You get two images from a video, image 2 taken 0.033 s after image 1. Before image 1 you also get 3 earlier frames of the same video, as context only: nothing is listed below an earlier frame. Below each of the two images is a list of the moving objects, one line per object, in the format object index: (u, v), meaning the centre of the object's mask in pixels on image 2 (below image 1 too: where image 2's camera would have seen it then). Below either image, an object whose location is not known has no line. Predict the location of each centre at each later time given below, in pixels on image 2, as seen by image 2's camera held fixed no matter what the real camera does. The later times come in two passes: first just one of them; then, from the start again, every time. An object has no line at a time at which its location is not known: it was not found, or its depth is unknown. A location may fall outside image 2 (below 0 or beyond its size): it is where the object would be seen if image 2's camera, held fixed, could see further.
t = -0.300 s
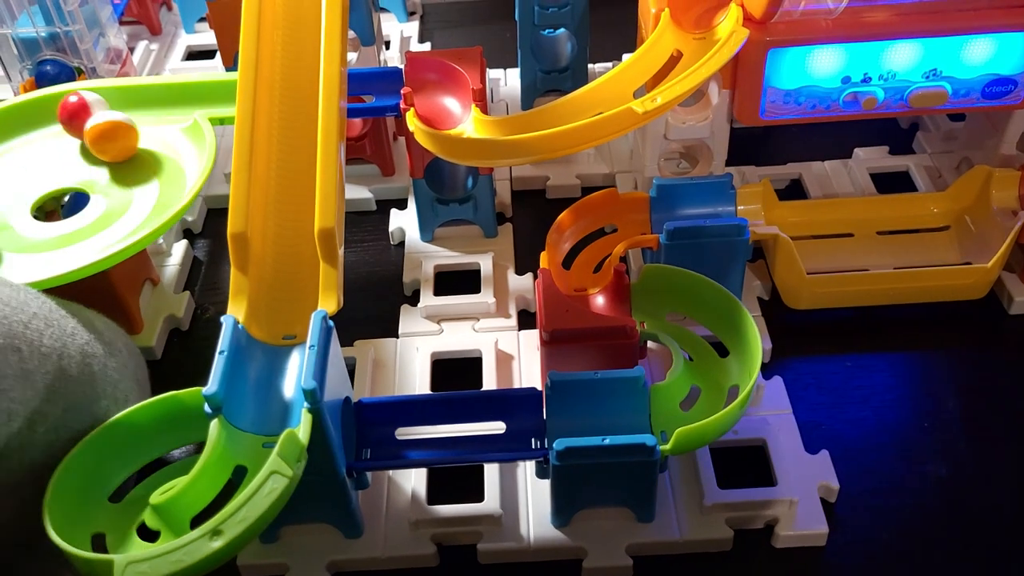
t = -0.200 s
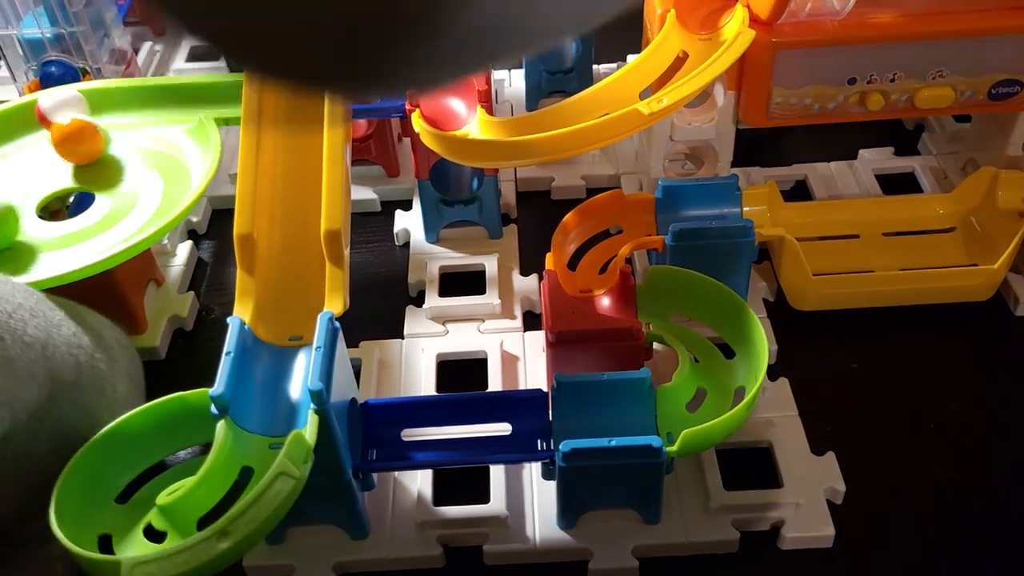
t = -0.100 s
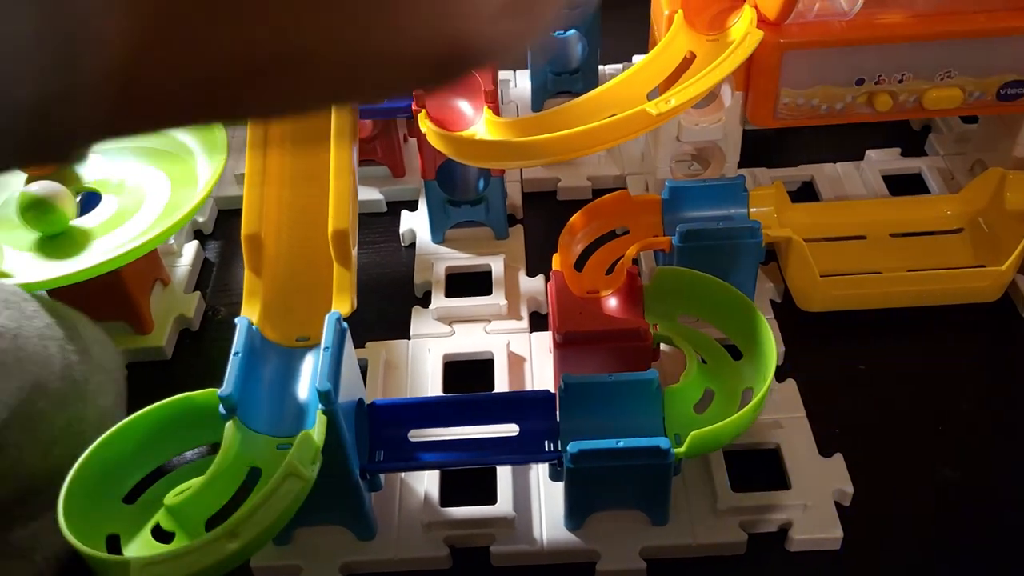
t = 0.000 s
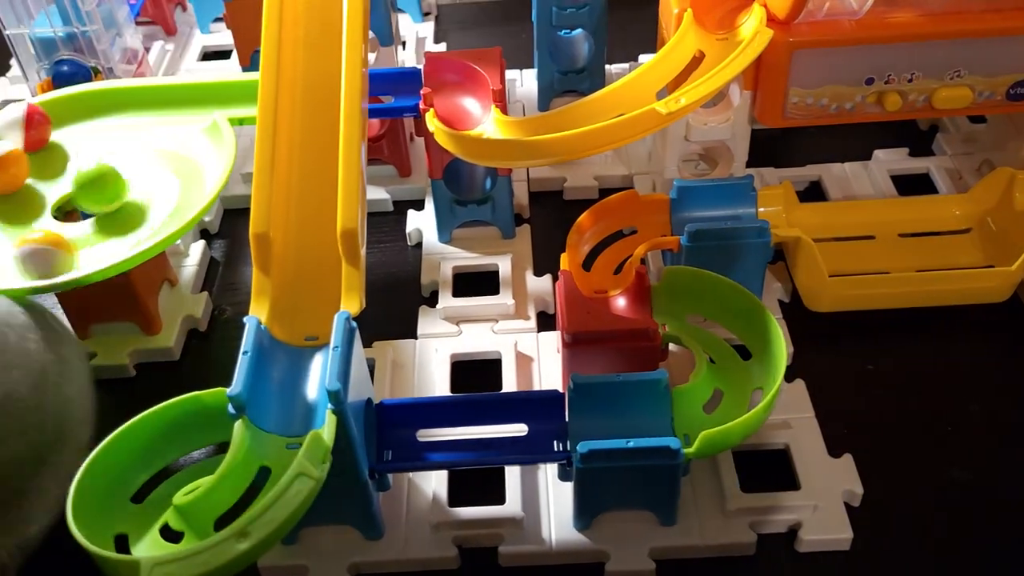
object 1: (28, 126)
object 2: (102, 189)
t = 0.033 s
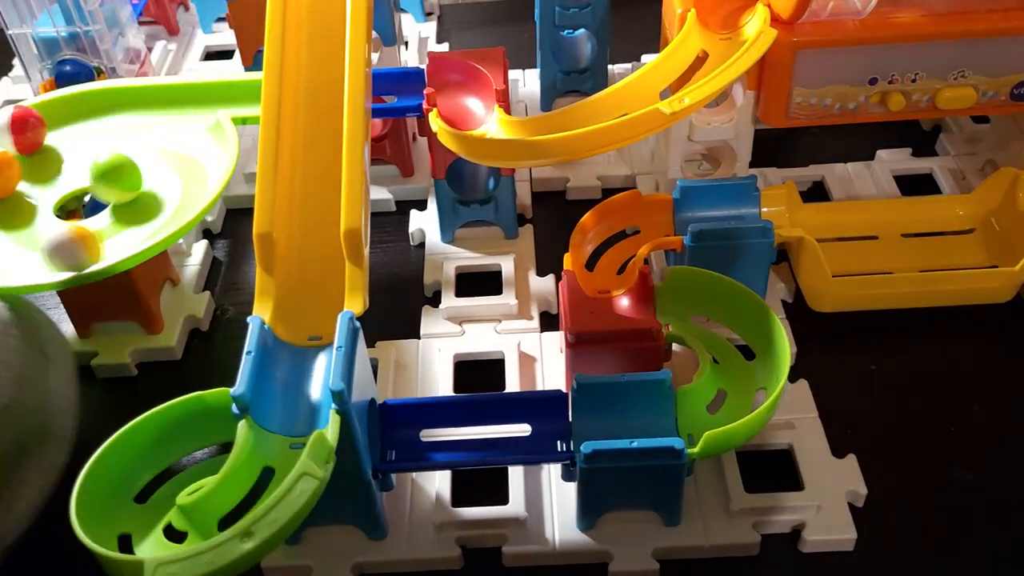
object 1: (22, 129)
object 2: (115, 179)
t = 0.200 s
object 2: (158, 136)
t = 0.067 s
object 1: (16, 132)
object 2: (130, 169)
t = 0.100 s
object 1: (10, 135)
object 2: (140, 159)
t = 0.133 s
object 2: (149, 151)
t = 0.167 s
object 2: (155, 145)
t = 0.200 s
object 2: (158, 136)
